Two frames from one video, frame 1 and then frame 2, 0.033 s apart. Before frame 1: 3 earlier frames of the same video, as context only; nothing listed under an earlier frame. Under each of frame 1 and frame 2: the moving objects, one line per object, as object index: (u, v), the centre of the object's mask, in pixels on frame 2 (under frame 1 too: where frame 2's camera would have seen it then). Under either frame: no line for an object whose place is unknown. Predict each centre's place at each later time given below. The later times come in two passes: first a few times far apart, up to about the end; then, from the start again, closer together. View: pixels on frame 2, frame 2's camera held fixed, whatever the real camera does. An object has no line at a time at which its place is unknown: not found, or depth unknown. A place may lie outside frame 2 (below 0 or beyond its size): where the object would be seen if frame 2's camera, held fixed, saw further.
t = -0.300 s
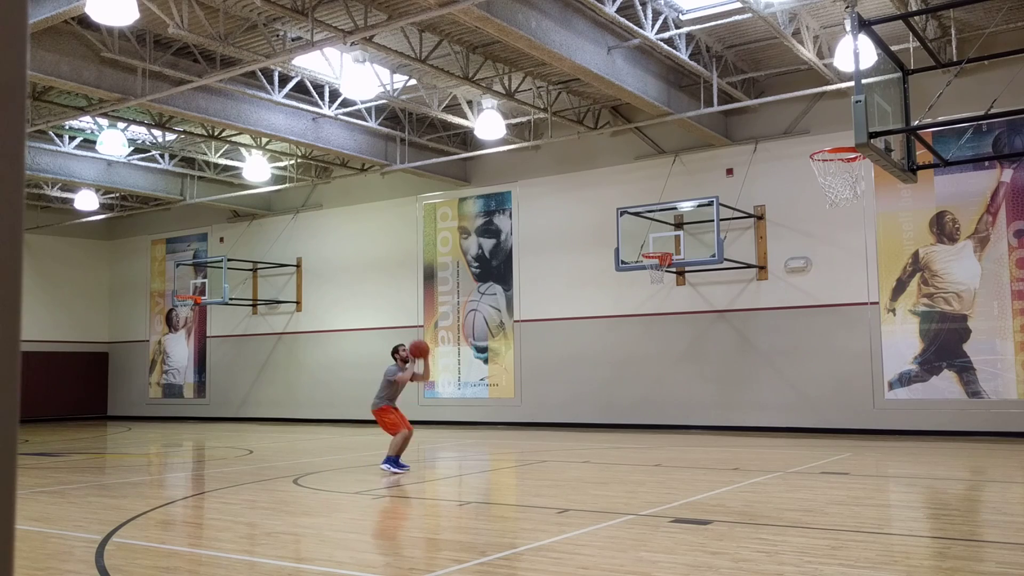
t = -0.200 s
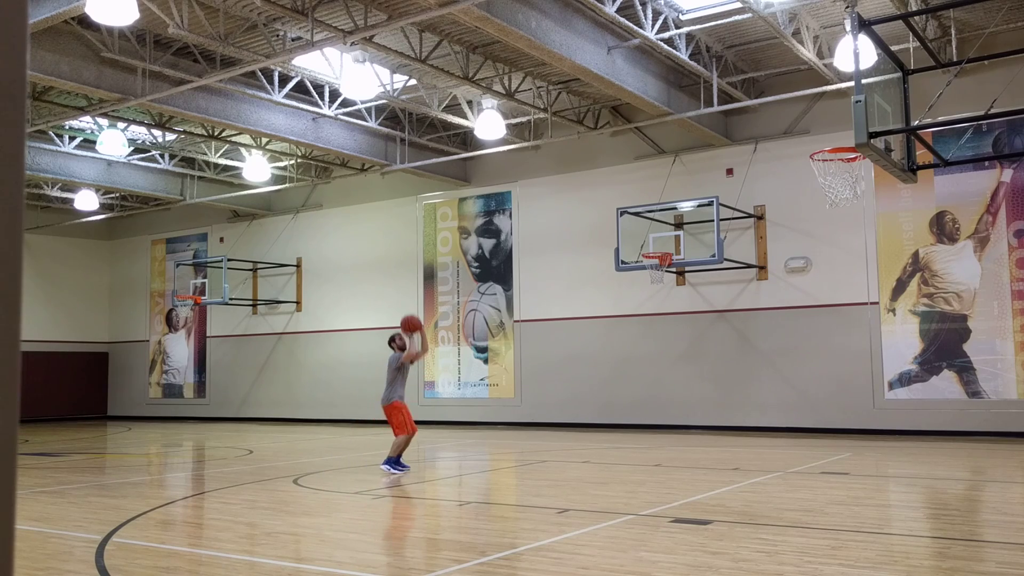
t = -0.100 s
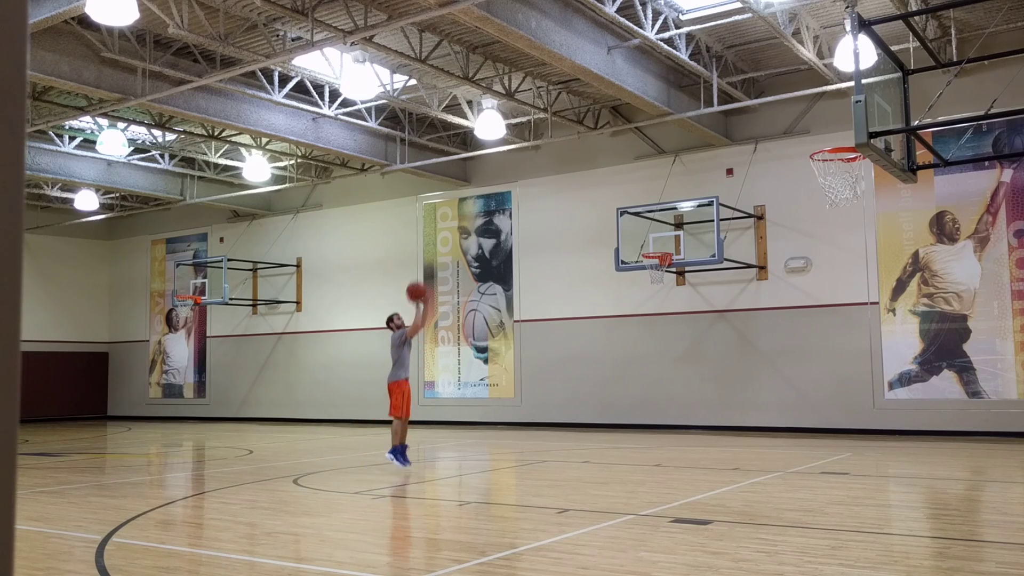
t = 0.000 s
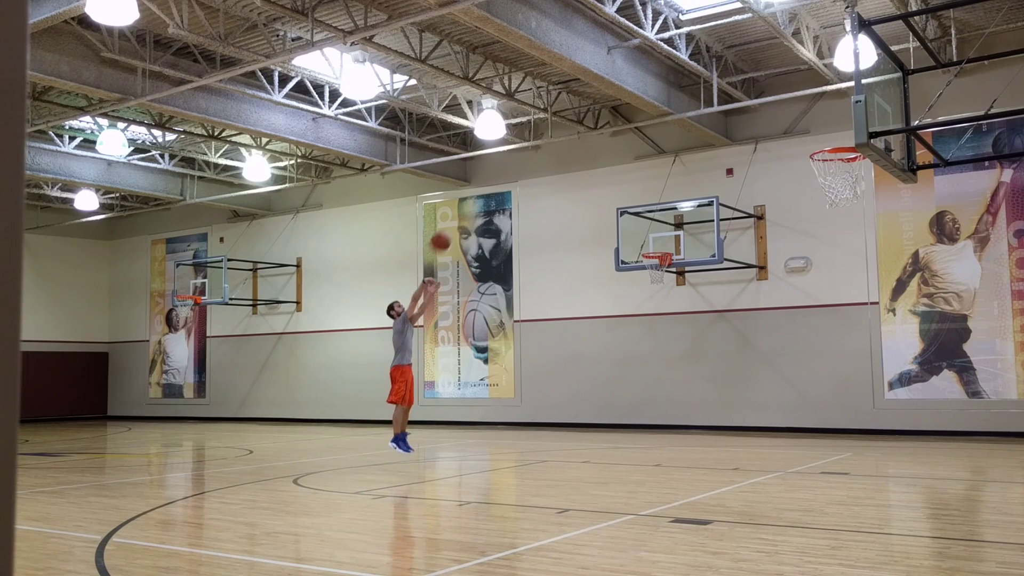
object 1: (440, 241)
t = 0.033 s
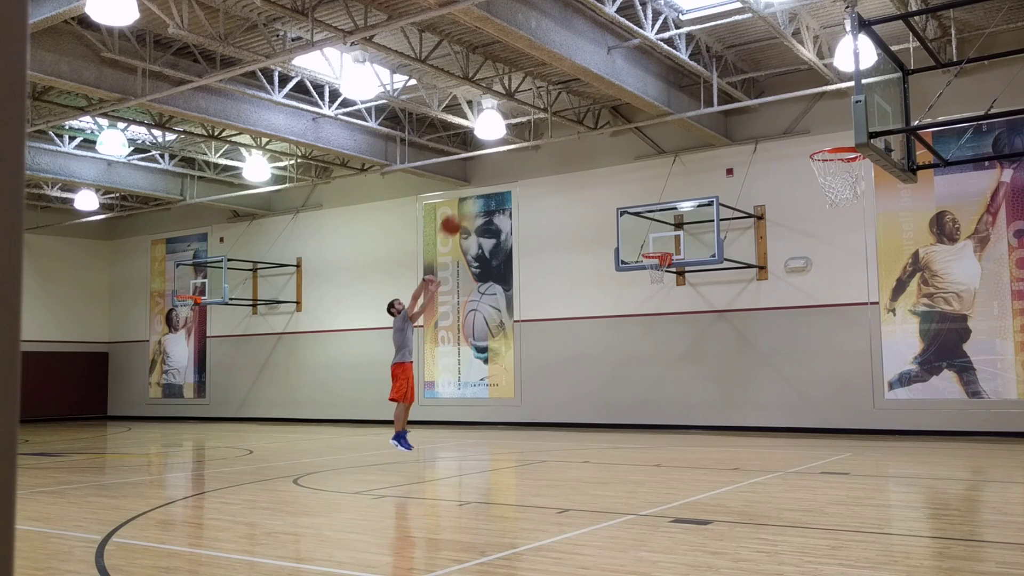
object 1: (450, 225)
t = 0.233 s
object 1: (512, 144)
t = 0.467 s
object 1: (591, 85)
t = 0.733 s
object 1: (695, 73)
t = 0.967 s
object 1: (800, 121)
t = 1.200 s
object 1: (871, 191)
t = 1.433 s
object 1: (900, 278)
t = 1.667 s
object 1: (935, 426)
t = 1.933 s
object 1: (929, 386)
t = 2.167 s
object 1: (912, 330)
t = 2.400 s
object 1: (899, 331)
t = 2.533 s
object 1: (894, 355)
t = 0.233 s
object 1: (512, 144)
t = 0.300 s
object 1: (534, 123)
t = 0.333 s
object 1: (545, 114)
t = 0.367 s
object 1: (557, 105)
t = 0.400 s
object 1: (569, 97)
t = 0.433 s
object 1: (579, 91)
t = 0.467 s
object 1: (591, 85)
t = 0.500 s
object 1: (604, 80)
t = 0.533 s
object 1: (616, 76)
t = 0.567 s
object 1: (629, 72)
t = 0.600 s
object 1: (643, 70)
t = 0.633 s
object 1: (655, 69)
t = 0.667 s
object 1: (668, 69)
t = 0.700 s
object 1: (680, 71)
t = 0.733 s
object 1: (695, 73)
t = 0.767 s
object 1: (710, 76)
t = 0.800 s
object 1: (724, 80)
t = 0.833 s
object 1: (738, 86)
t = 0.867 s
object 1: (753, 92)
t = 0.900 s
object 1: (768, 101)
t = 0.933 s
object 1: (784, 111)
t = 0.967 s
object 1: (800, 121)
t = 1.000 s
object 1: (815, 133)
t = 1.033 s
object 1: (833, 145)
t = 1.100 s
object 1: (857, 170)
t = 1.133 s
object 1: (863, 177)
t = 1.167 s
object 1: (867, 184)
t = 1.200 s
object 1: (871, 191)
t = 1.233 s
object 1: (875, 200)
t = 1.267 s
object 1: (879, 210)
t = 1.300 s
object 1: (883, 221)
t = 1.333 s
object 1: (888, 234)
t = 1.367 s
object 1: (892, 248)
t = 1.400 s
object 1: (896, 262)
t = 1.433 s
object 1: (900, 278)
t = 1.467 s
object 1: (905, 295)
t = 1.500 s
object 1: (910, 314)
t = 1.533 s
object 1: (915, 334)
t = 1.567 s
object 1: (920, 355)
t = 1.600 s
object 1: (925, 376)
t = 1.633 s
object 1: (930, 402)
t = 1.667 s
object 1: (935, 426)
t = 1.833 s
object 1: (937, 430)
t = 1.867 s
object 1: (935, 414)
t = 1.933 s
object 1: (929, 386)
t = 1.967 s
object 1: (926, 374)
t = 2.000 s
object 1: (924, 364)
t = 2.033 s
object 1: (921, 356)
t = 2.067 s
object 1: (919, 348)
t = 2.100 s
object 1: (917, 341)
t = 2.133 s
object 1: (914, 335)
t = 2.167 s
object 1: (912, 330)
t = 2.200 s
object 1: (910, 327)
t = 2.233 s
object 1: (908, 325)
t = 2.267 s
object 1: (906, 324)
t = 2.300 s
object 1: (905, 324)
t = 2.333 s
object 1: (903, 325)
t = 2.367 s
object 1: (901, 328)
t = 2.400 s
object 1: (899, 331)
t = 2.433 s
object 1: (898, 336)
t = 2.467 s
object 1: (896, 341)
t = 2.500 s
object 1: (895, 348)
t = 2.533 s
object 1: (894, 355)
